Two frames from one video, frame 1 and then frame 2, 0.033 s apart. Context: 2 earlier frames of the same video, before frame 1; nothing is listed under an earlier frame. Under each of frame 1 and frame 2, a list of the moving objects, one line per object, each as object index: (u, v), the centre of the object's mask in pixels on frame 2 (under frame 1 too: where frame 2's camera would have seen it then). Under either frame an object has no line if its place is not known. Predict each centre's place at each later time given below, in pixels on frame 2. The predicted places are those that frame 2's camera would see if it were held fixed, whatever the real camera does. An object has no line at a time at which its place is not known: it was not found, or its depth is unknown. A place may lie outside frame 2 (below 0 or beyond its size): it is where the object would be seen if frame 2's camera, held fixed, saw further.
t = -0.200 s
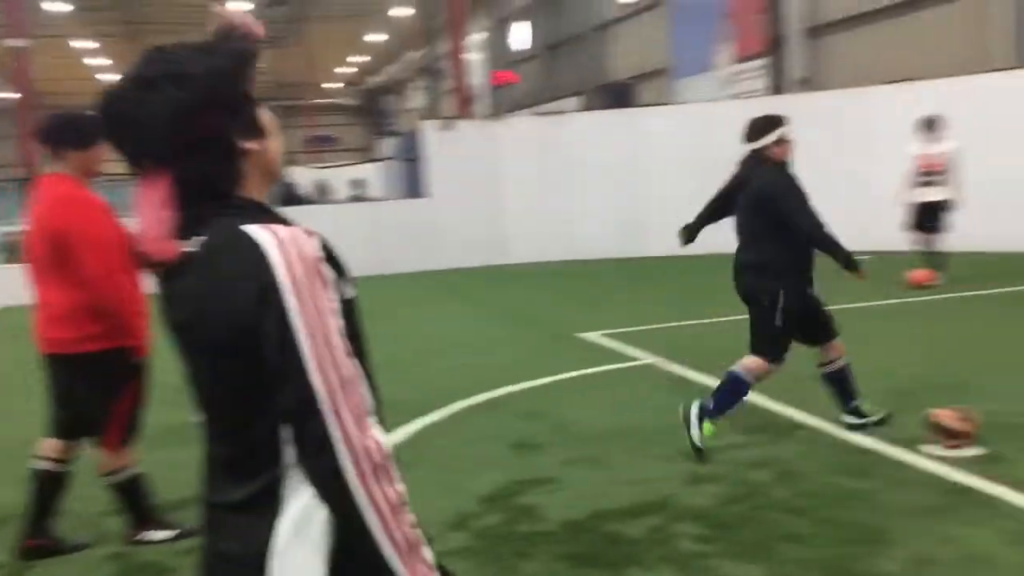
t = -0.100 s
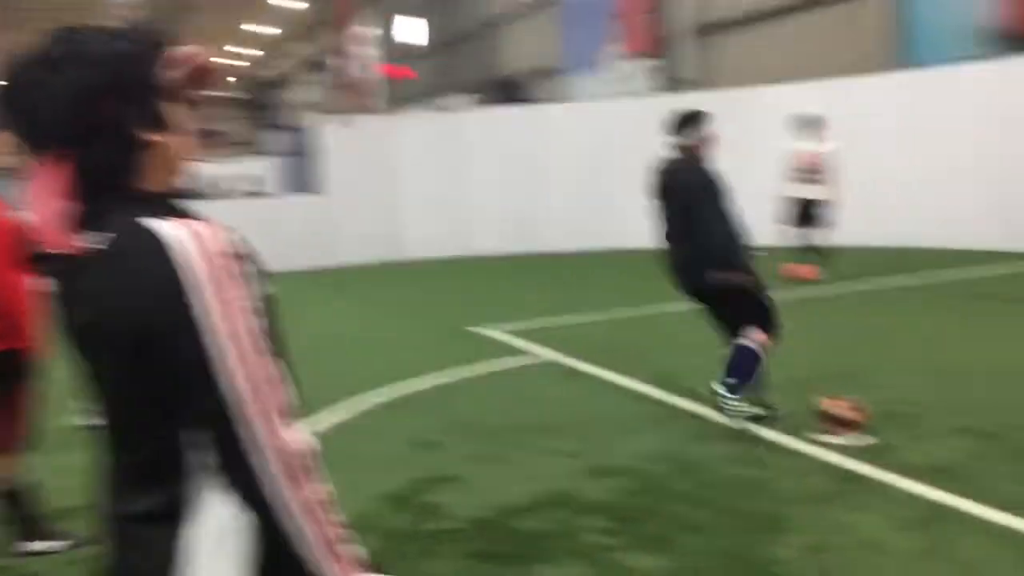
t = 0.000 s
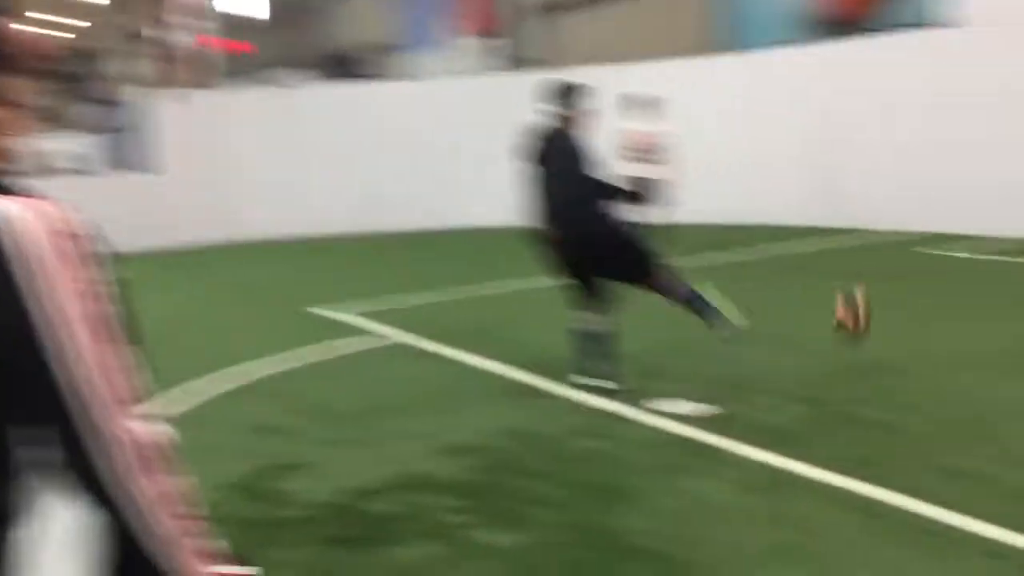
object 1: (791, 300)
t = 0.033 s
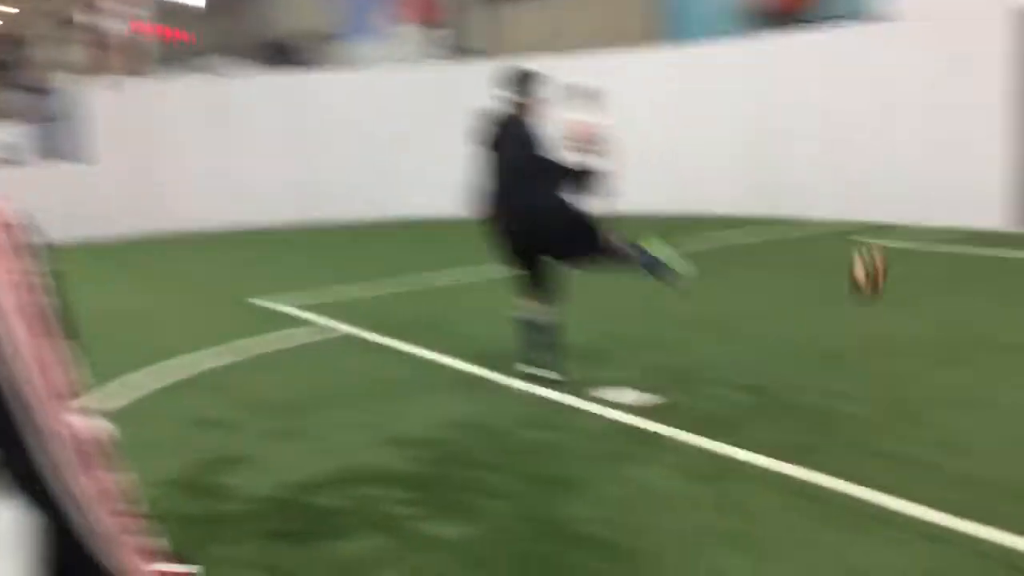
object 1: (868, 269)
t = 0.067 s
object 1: (937, 247)
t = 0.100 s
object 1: (1007, 218)
